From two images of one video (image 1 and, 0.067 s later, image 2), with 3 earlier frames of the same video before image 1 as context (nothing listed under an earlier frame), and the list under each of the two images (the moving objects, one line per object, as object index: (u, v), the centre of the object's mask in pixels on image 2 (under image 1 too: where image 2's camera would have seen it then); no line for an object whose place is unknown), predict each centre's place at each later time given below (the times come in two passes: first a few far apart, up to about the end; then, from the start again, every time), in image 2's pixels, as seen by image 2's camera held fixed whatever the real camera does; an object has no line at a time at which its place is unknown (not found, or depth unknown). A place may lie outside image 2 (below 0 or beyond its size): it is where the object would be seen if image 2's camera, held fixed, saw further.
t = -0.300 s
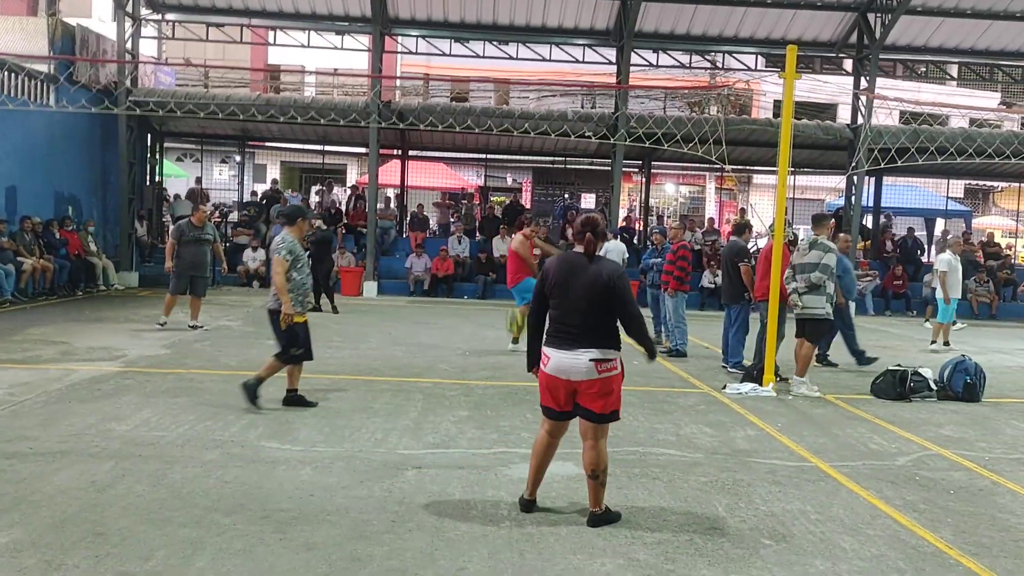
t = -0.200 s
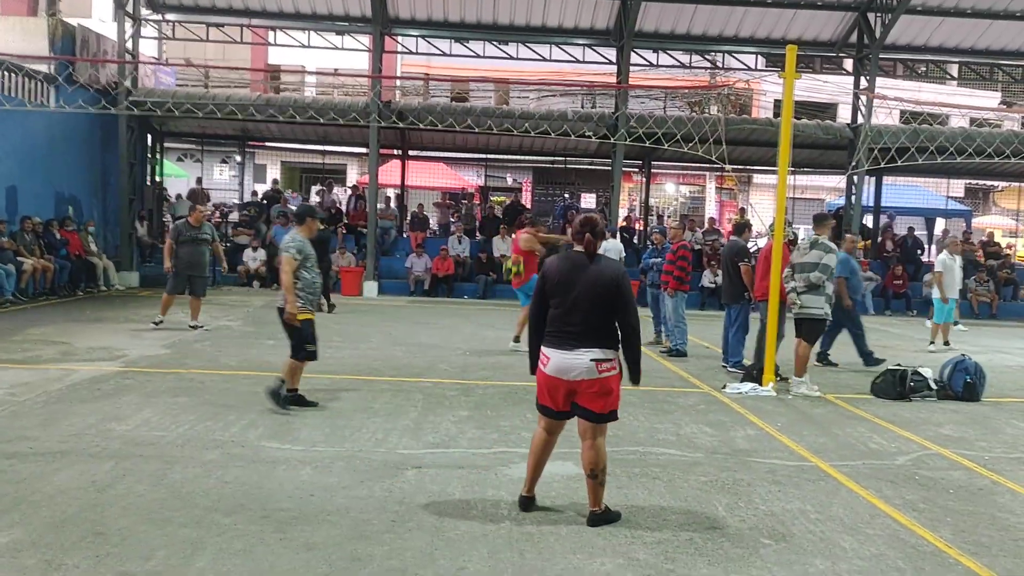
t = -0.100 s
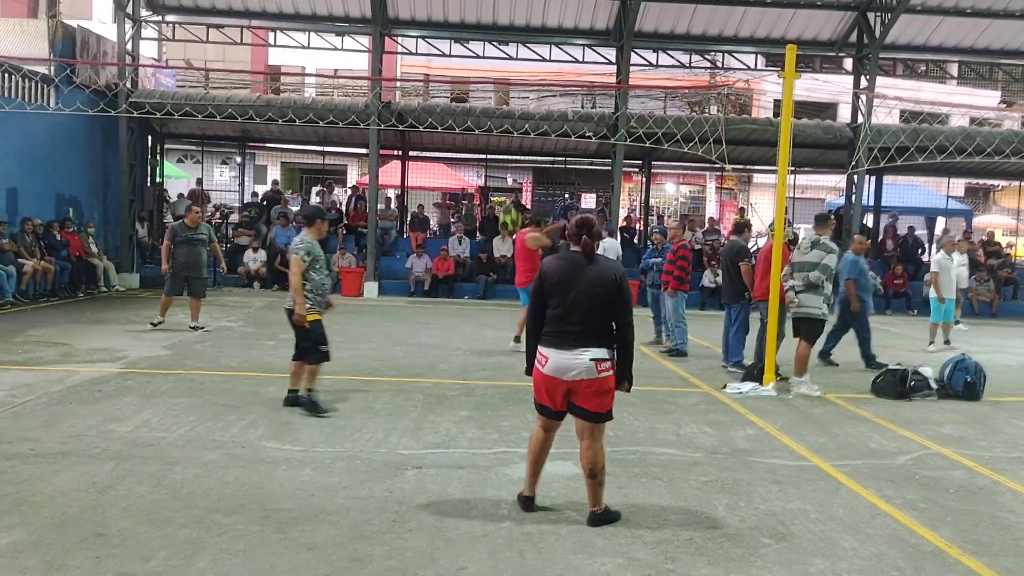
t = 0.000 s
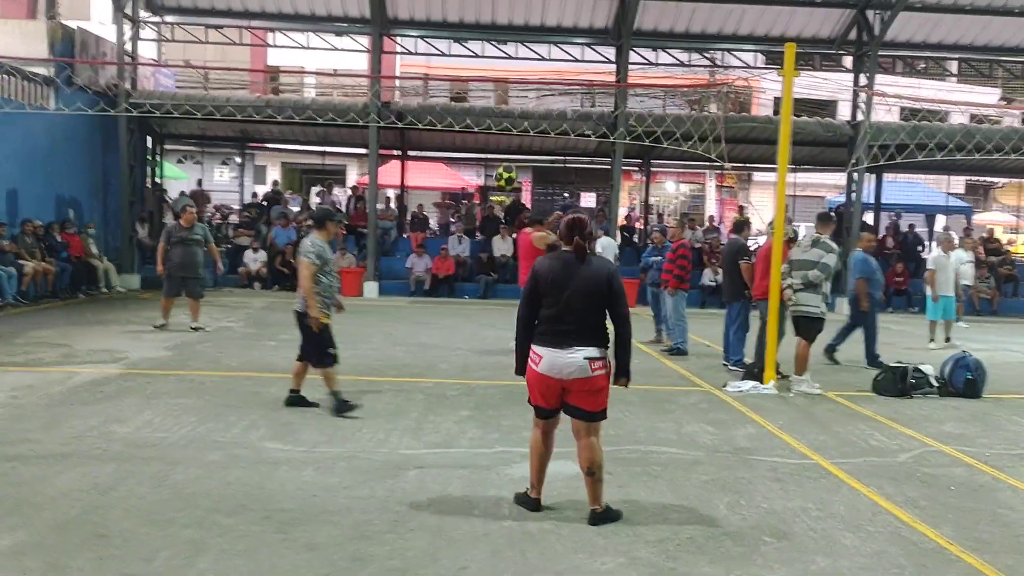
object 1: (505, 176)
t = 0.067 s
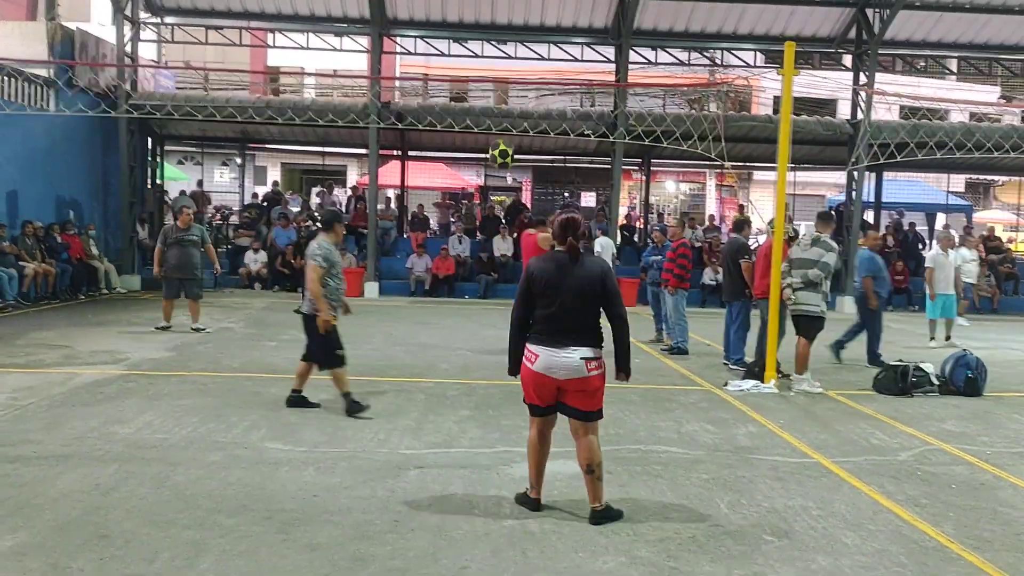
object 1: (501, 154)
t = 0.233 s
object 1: (491, 113)
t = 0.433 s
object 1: (474, 105)
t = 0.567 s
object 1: (461, 132)
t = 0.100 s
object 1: (500, 144)
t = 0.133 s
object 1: (498, 135)
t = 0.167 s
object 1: (496, 125)
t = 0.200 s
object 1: (494, 119)
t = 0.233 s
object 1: (491, 113)
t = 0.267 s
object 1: (488, 110)
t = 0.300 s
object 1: (486, 105)
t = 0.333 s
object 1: (483, 103)
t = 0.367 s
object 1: (480, 101)
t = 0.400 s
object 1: (477, 103)
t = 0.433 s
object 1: (474, 105)
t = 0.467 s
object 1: (471, 109)
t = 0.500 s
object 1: (468, 114)
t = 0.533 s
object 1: (464, 121)
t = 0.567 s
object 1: (461, 132)
